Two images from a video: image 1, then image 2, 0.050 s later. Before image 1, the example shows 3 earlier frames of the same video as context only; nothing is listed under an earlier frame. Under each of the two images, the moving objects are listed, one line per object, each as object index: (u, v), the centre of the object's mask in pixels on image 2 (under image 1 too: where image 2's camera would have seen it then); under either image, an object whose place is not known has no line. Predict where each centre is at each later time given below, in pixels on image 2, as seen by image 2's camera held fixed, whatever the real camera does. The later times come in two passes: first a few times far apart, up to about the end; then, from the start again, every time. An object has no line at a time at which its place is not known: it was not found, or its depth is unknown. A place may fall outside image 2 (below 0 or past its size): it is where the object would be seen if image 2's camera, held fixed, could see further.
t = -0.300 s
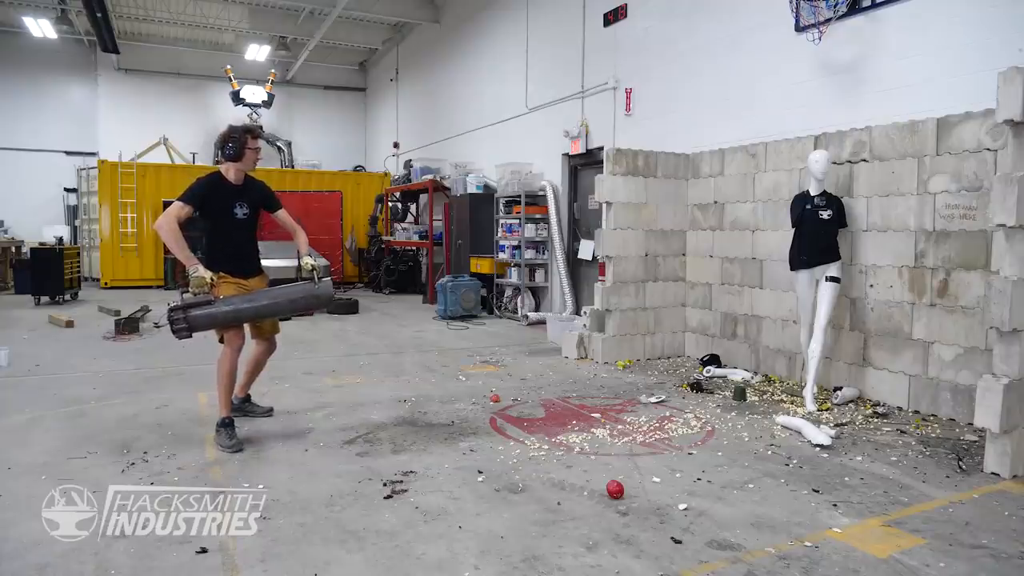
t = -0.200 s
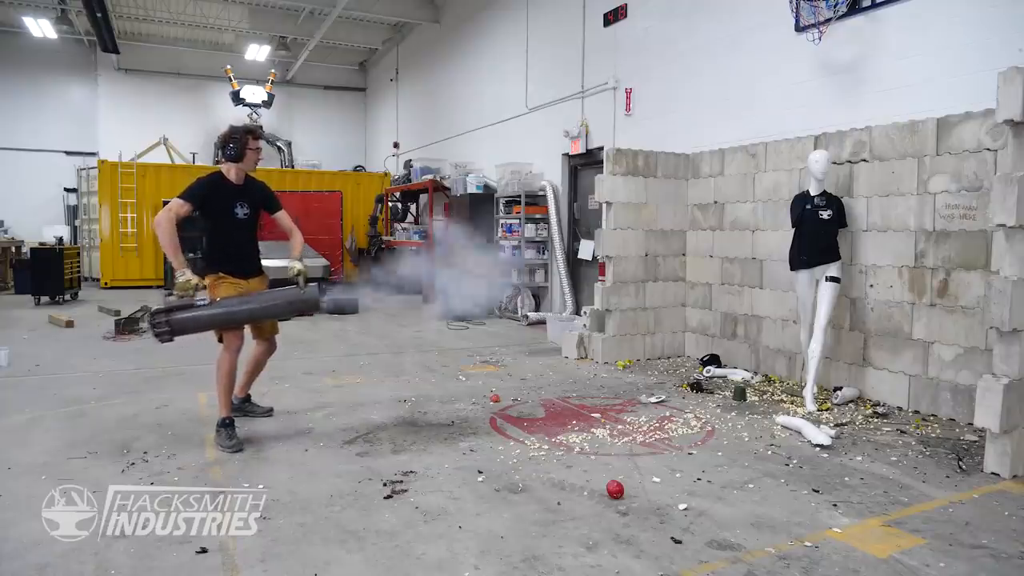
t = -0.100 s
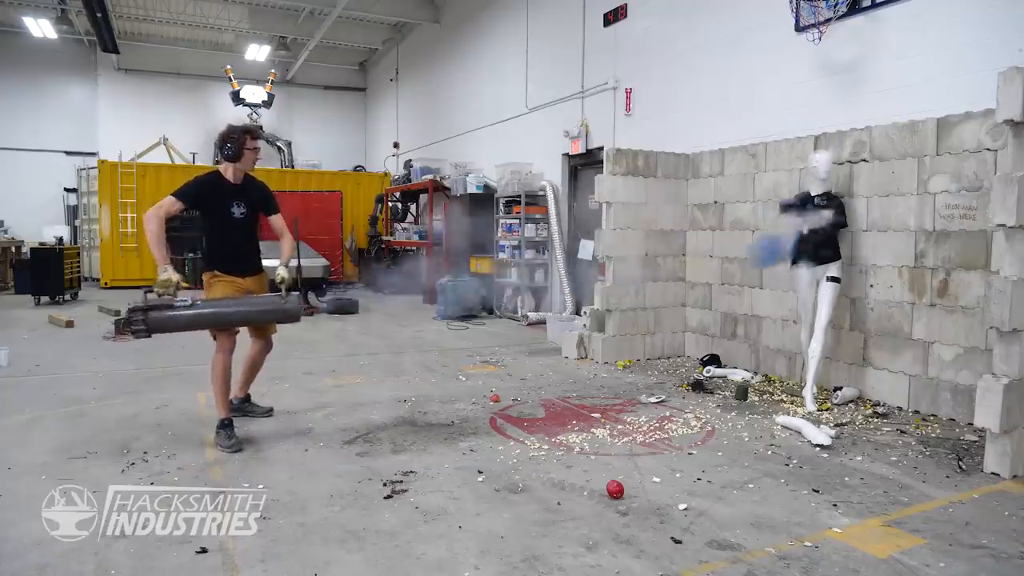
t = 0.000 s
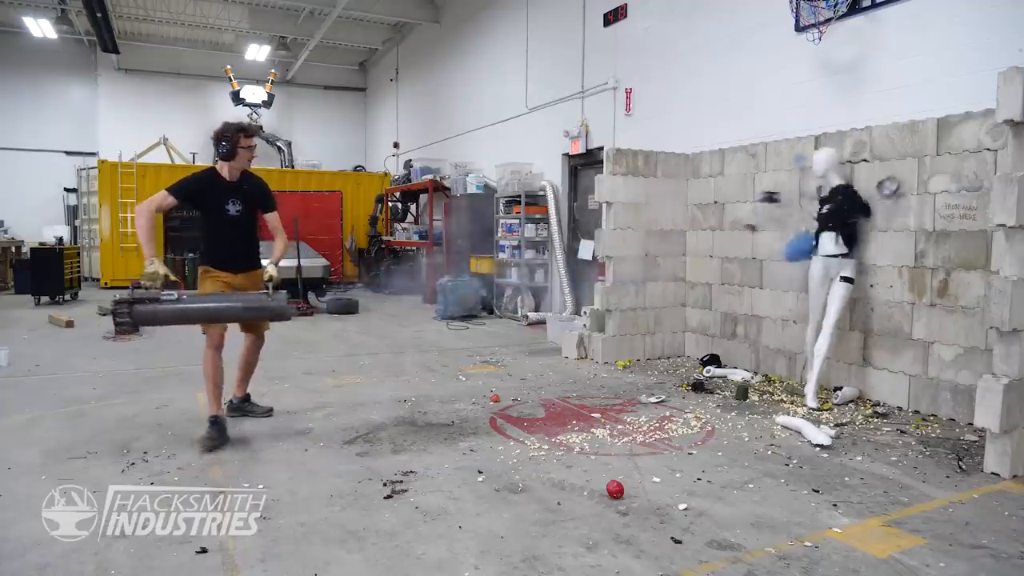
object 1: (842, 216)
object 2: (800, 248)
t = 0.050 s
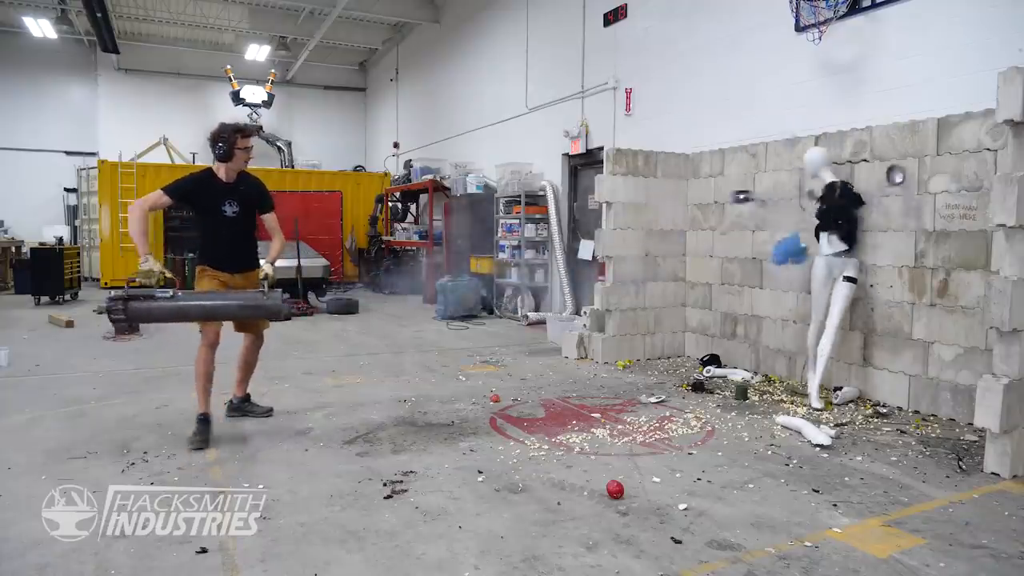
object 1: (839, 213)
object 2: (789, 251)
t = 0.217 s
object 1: (819, 219)
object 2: (748, 284)
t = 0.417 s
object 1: (794, 231)
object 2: (706, 358)
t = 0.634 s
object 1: (765, 261)
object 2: (693, 387)
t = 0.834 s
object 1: (745, 333)
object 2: (689, 397)
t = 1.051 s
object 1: (725, 368)
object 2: (691, 400)
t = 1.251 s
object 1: (714, 364)
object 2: (691, 400)
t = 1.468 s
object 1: (693, 364)
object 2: (691, 400)
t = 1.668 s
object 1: (677, 361)
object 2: (691, 400)
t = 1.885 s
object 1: (664, 361)
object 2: (691, 400)
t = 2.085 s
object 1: (659, 361)
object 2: (691, 400)
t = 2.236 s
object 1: (662, 362)
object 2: (691, 400)
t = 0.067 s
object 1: (837, 214)
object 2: (785, 253)
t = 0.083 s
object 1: (835, 214)
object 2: (780, 255)
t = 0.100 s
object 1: (834, 214)
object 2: (777, 257)
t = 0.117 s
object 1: (832, 215)
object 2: (772, 260)
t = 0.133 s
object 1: (830, 218)
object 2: (768, 263)
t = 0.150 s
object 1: (828, 218)
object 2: (764, 266)
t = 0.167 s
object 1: (827, 217)
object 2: (760, 270)
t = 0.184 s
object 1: (825, 217)
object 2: (757, 273)
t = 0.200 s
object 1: (822, 217)
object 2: (752, 279)
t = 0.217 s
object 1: (819, 219)
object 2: (748, 284)
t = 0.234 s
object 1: (817, 220)
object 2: (744, 288)
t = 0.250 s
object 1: (815, 222)
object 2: (740, 294)
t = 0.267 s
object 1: (812, 223)
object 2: (736, 300)
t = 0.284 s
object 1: (809, 224)
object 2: (733, 306)
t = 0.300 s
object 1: (807, 225)
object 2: (729, 312)
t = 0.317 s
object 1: (805, 225)
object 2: (725, 318)
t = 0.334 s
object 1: (803, 226)
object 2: (723, 324)
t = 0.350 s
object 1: (801, 227)
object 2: (720, 330)
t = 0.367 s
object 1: (799, 228)
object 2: (714, 336)
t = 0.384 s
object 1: (798, 229)
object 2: (713, 344)
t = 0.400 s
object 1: (796, 230)
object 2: (709, 350)
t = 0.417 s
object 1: (794, 231)
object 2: (706, 358)
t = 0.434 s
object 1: (793, 232)
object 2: (703, 367)
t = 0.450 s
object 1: (791, 233)
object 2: (699, 375)
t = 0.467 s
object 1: (790, 235)
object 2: (696, 383)
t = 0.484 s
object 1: (788, 236)
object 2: (695, 386)
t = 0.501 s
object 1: (786, 238)
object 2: (692, 387)
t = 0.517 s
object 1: (783, 239)
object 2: (693, 388)
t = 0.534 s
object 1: (781, 242)
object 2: (693, 388)
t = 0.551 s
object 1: (778, 244)
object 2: (693, 388)
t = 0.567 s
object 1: (776, 247)
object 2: (693, 387)
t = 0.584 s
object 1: (774, 250)
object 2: (693, 387)
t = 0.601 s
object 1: (771, 253)
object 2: (693, 387)
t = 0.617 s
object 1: (768, 257)
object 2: (693, 387)
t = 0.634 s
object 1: (765, 261)
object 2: (693, 387)
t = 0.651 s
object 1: (763, 266)
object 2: (693, 387)
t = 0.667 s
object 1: (760, 271)
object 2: (692, 388)
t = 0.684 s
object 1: (759, 277)
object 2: (692, 388)
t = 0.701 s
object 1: (756, 283)
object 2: (691, 388)
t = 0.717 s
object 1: (755, 289)
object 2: (691, 389)
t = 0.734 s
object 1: (752, 295)
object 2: (691, 390)
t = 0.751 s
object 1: (754, 301)
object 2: (691, 391)
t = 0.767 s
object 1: (754, 306)
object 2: (690, 392)
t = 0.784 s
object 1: (752, 312)
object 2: (689, 393)
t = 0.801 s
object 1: (750, 319)
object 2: (689, 394)
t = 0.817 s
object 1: (747, 326)
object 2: (688, 396)
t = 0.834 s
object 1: (745, 333)
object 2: (689, 397)
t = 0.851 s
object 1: (742, 342)
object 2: (688, 398)
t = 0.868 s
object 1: (741, 348)
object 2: (688, 398)
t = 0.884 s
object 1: (739, 354)
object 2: (688, 399)
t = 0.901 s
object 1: (736, 360)
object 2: (689, 399)
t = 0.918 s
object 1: (734, 365)
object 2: (689, 399)
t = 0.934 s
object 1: (732, 368)
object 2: (691, 400)
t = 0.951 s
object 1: (730, 368)
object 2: (690, 400)
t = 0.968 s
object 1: (729, 369)
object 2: (691, 400)
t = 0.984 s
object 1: (727, 369)
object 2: (691, 400)
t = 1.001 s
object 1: (726, 369)
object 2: (691, 400)
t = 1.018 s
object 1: (725, 369)
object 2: (691, 400)
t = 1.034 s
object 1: (725, 368)
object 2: (691, 400)
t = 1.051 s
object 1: (725, 368)
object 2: (691, 400)
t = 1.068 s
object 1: (724, 368)
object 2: (691, 400)
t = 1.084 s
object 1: (724, 368)
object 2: (691, 400)
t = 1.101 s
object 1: (723, 363)
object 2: (691, 400)
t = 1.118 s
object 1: (722, 362)
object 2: (691, 400)
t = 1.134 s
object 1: (721, 362)
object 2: (691, 400)
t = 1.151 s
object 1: (721, 362)
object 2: (691, 400)
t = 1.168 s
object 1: (720, 362)
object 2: (691, 400)
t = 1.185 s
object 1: (719, 363)
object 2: (691, 400)
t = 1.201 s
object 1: (717, 363)
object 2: (691, 400)
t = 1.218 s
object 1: (717, 364)
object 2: (691, 400)
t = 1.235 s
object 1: (716, 364)
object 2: (691, 400)
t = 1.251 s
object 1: (714, 364)
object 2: (691, 400)
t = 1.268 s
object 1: (712, 364)
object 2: (691, 400)
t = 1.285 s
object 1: (710, 364)
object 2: (691, 400)
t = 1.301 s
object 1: (708, 364)
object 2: (691, 400)
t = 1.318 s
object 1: (706, 364)
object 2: (691, 400)
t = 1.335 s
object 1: (705, 364)
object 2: (691, 400)
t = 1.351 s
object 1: (703, 364)
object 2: (691, 400)
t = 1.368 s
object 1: (701, 364)
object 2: (691, 400)
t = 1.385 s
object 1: (700, 364)
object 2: (691, 400)
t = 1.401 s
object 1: (698, 364)
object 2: (691, 400)
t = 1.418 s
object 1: (697, 363)
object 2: (691, 400)
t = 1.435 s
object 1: (695, 363)
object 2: (691, 400)
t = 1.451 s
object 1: (694, 364)
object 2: (691, 400)
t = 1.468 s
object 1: (693, 364)
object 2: (691, 400)
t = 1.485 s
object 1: (692, 364)
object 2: (691, 400)
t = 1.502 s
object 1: (690, 364)
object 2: (691, 400)
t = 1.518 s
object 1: (690, 364)
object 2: (691, 400)
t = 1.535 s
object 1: (689, 365)
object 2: (691, 400)
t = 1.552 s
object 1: (687, 365)
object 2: (691, 400)
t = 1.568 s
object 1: (686, 364)
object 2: (691, 400)
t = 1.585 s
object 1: (685, 364)
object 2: (691, 400)
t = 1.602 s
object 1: (683, 364)
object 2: (691, 400)
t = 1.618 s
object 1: (683, 363)
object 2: (691, 400)
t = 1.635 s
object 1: (682, 363)
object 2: (691, 400)
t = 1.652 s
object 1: (681, 362)
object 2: (691, 400)
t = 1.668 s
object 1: (677, 361)
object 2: (691, 400)
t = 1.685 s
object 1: (674, 361)
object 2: (691, 400)
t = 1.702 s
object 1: (673, 360)
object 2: (691, 400)
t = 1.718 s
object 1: (672, 360)
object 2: (691, 400)
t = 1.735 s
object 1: (670, 360)
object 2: (691, 400)
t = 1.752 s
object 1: (669, 360)
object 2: (691, 400)
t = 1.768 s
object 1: (668, 360)
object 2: (691, 400)
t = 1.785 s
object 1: (668, 360)
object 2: (691, 400)
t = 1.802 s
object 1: (667, 361)
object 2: (691, 400)
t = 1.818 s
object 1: (666, 361)
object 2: (691, 400)
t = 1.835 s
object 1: (666, 360)
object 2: (691, 400)
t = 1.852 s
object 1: (665, 361)
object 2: (691, 400)
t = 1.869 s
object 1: (664, 360)
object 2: (691, 400)
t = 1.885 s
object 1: (664, 361)
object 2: (691, 400)
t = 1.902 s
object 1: (665, 361)
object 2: (691, 400)
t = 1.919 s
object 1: (662, 361)
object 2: (691, 400)
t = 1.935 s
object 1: (664, 360)
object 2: (691, 400)
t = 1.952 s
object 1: (663, 360)
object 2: (691, 400)
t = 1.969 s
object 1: (662, 360)
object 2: (691, 400)
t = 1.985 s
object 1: (662, 360)
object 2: (691, 400)
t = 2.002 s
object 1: (662, 360)
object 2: (691, 400)
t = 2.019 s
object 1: (662, 360)
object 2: (691, 400)
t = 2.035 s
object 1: (662, 360)
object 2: (691, 400)
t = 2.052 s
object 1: (658, 361)
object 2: (691, 400)
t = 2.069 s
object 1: (659, 361)
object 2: (691, 400)
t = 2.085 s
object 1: (659, 361)
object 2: (691, 400)
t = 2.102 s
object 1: (659, 361)
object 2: (691, 400)
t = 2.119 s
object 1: (660, 361)
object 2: (691, 400)
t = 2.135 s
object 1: (660, 361)
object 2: (691, 400)
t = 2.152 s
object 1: (660, 362)
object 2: (691, 400)
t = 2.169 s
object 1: (661, 362)
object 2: (691, 400)
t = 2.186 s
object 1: (661, 362)
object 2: (691, 400)
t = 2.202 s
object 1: (661, 362)
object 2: (691, 400)
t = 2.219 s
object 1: (662, 362)
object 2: (691, 400)
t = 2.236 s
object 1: (662, 362)
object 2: (691, 400)
